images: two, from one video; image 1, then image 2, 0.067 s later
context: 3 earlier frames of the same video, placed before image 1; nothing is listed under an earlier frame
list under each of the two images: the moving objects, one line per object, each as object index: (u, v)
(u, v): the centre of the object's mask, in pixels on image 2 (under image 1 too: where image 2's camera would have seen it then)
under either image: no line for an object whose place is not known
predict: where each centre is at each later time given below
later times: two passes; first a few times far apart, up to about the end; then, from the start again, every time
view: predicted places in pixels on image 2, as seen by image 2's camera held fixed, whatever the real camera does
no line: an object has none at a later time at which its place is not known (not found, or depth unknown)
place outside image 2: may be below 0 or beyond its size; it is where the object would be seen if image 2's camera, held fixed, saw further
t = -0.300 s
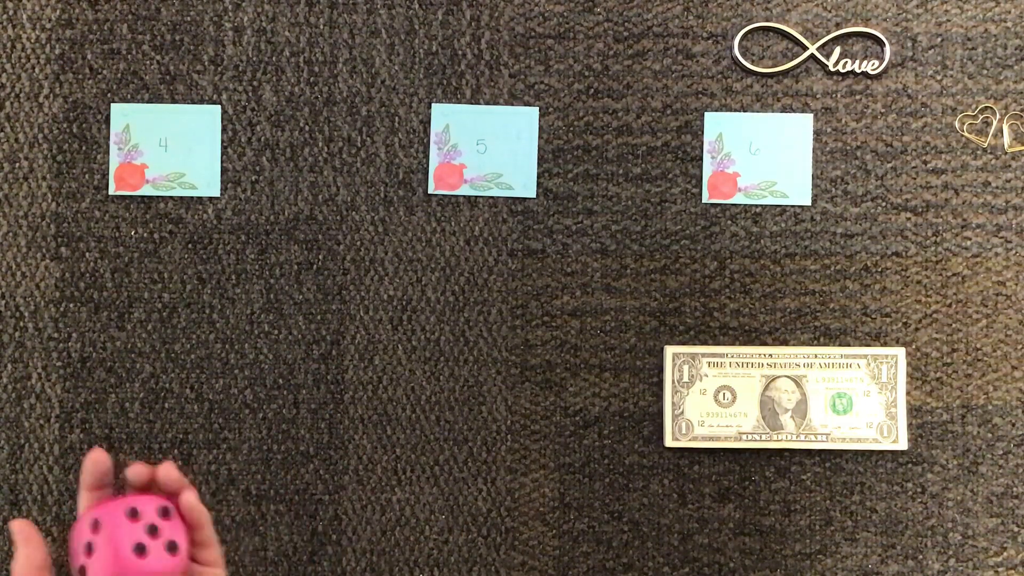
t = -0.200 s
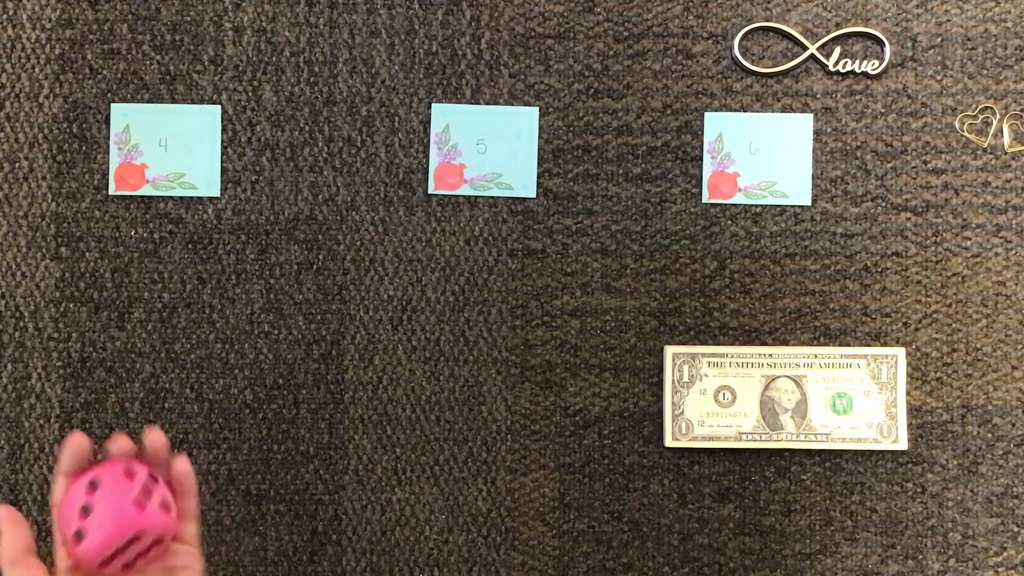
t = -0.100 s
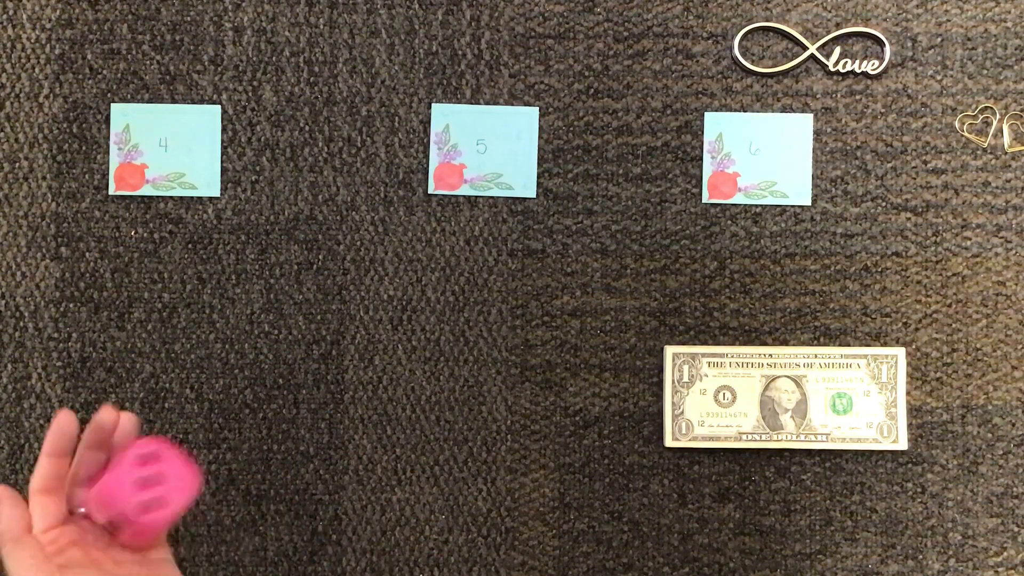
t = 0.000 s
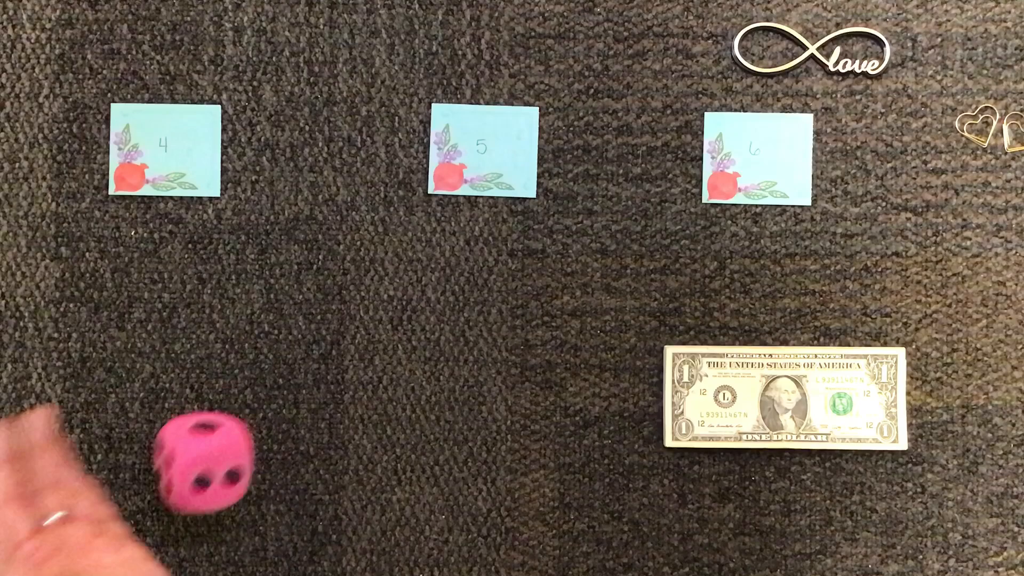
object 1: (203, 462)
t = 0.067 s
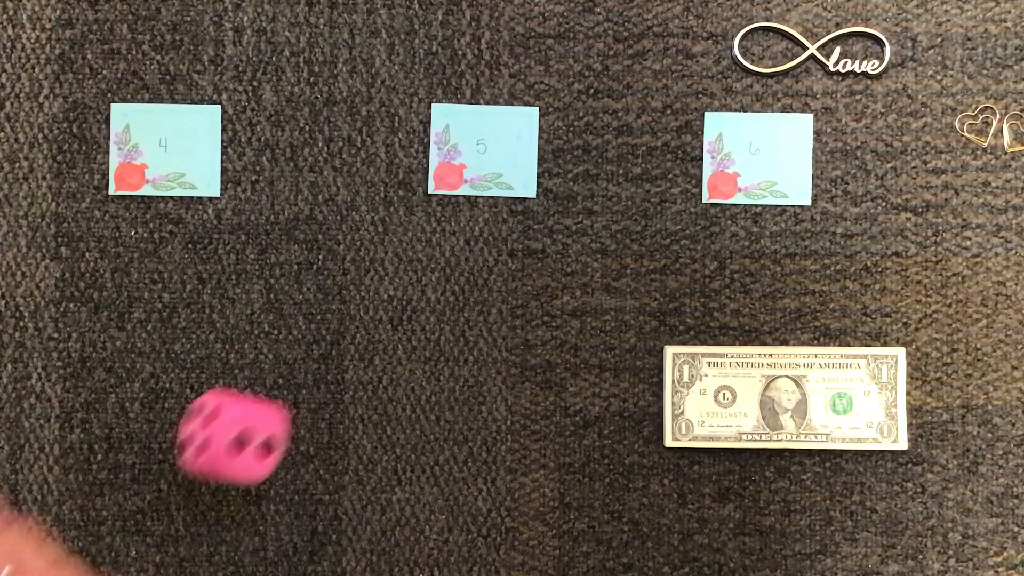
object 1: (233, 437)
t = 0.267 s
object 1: (312, 375)
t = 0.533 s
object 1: (286, 274)
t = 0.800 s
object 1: (327, 251)
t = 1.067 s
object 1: (320, 281)
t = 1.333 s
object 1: (322, 278)
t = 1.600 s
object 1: (323, 278)
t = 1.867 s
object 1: (323, 278)
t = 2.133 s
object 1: (323, 278)
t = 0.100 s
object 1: (255, 421)
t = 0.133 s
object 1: (267, 413)
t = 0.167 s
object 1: (277, 408)
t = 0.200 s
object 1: (291, 401)
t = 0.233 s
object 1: (303, 388)
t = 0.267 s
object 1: (312, 375)
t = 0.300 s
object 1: (314, 357)
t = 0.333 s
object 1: (312, 344)
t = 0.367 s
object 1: (303, 333)
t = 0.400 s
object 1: (296, 323)
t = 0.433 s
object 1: (290, 313)
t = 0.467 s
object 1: (286, 302)
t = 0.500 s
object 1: (285, 288)
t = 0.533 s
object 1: (286, 274)
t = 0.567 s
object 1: (291, 264)
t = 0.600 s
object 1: (297, 257)
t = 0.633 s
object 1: (305, 251)
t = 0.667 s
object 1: (313, 247)
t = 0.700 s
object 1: (319, 245)
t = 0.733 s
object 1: (323, 245)
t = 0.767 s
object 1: (325, 247)
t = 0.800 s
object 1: (327, 251)
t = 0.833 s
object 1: (329, 257)
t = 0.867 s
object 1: (329, 265)
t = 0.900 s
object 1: (326, 280)
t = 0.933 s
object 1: (320, 288)
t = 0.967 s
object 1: (317, 291)
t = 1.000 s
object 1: (315, 291)
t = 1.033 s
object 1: (316, 287)
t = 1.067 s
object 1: (320, 281)
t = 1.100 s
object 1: (326, 274)
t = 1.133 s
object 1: (328, 273)
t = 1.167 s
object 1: (325, 278)
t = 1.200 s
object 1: (321, 279)
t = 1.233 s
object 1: (321, 278)
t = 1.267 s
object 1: (324, 277)
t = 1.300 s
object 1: (323, 278)
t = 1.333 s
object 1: (322, 278)
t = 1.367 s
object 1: (323, 278)
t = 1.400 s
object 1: (323, 278)
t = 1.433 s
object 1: (323, 278)
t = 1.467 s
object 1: (323, 278)
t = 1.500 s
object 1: (323, 278)
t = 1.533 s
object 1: (323, 278)
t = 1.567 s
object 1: (323, 278)
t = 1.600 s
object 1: (323, 278)
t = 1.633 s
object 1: (323, 278)
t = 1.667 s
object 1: (323, 278)
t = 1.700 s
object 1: (323, 278)
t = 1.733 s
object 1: (323, 278)
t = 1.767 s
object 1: (323, 278)
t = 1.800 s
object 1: (323, 278)
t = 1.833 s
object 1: (323, 278)
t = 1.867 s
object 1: (323, 278)
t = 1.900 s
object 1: (323, 278)
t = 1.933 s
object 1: (323, 278)
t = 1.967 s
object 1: (323, 278)
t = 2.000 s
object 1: (323, 278)
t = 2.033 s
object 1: (323, 278)
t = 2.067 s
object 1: (323, 278)
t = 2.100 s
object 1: (323, 278)
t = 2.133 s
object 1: (323, 278)
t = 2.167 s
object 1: (323, 278)
